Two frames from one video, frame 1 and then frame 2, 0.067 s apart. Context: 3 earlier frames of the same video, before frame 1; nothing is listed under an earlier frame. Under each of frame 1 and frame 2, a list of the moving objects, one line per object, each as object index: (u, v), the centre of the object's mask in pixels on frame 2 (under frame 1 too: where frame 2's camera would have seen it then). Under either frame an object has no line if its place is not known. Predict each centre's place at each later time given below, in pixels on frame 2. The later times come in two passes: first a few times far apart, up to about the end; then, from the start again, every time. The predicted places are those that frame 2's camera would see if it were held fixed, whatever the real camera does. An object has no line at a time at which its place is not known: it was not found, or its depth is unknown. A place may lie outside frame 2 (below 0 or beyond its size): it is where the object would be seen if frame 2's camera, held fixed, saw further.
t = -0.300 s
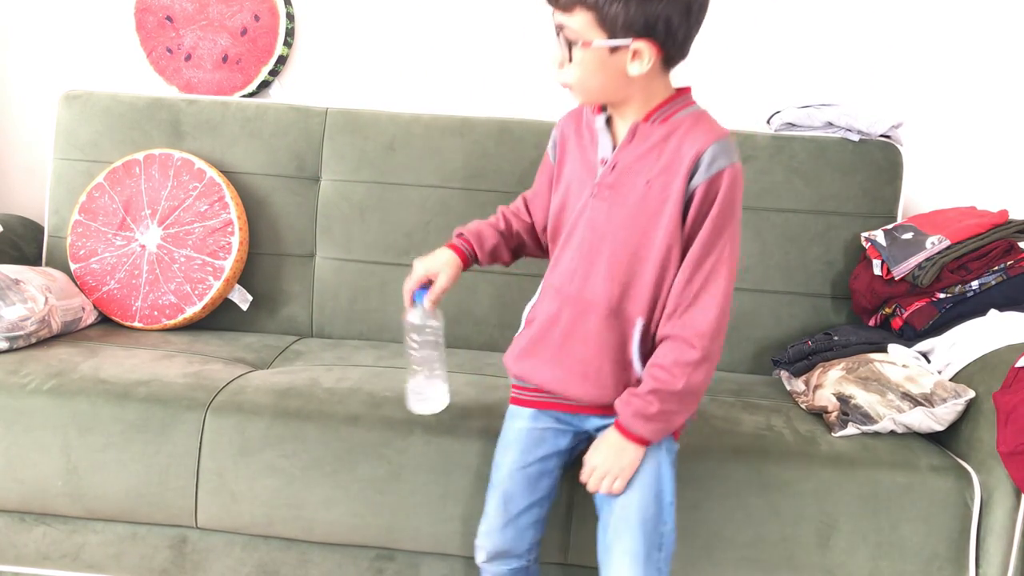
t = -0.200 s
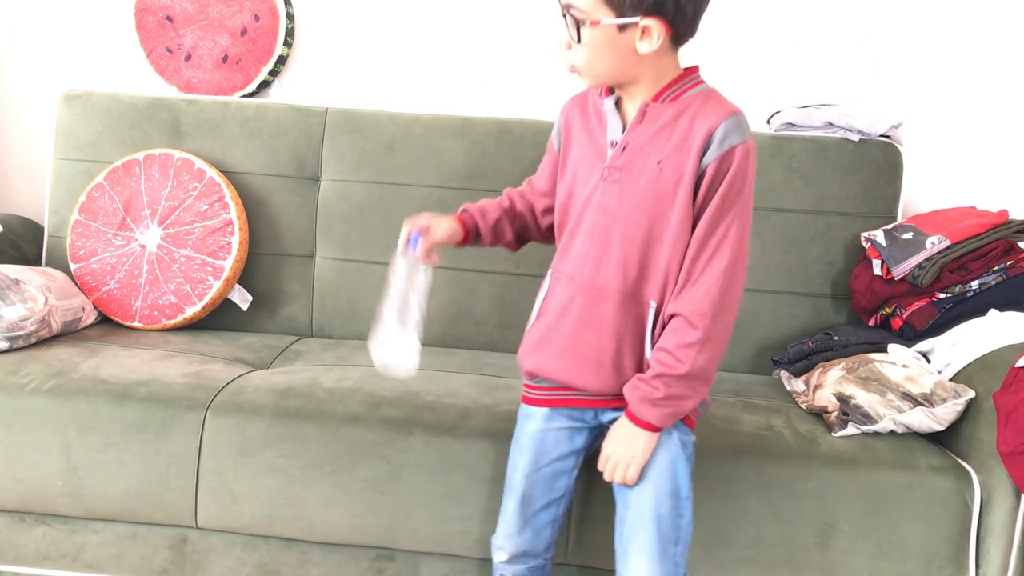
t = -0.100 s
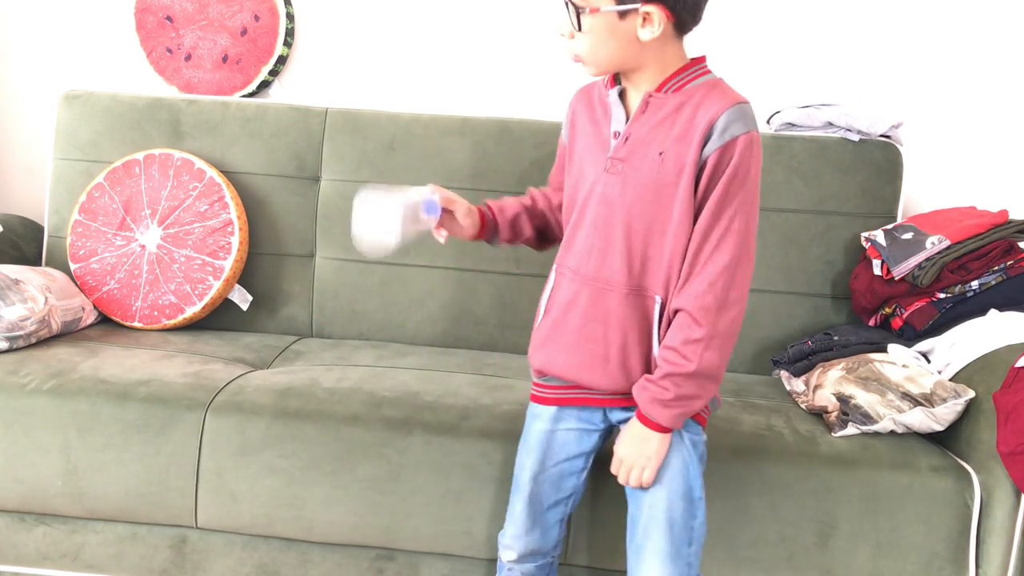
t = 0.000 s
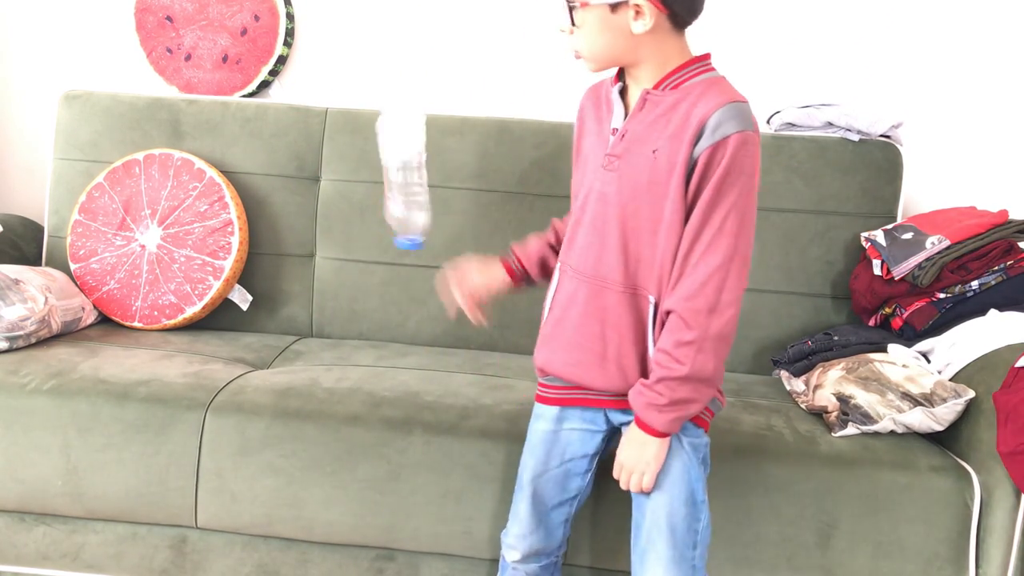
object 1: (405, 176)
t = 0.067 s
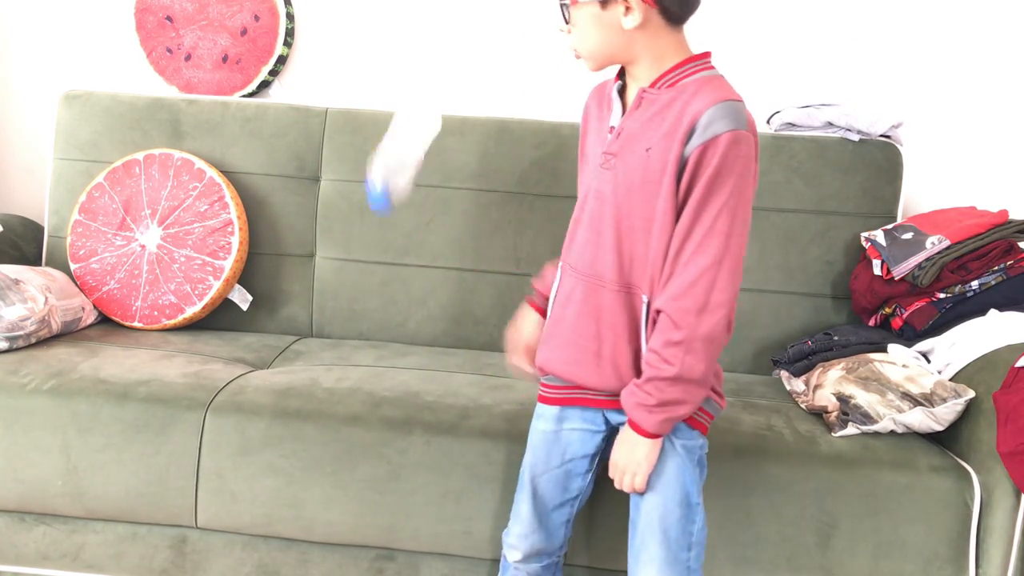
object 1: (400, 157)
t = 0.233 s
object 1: (433, 192)
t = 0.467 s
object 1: (449, 320)
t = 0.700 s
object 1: (436, 338)
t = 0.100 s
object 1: (402, 142)
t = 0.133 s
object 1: (411, 140)
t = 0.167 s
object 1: (419, 150)
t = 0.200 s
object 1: (426, 168)
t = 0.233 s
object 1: (433, 192)
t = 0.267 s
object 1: (439, 229)
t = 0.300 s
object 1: (444, 273)
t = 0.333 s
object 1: (447, 320)
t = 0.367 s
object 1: (451, 349)
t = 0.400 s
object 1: (448, 350)
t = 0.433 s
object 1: (448, 332)
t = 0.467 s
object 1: (449, 320)
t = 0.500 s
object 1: (450, 313)
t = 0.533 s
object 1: (451, 311)
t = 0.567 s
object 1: (452, 315)
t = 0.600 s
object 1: (452, 323)
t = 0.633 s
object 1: (447, 331)
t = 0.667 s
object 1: (440, 337)
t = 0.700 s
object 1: (436, 338)
